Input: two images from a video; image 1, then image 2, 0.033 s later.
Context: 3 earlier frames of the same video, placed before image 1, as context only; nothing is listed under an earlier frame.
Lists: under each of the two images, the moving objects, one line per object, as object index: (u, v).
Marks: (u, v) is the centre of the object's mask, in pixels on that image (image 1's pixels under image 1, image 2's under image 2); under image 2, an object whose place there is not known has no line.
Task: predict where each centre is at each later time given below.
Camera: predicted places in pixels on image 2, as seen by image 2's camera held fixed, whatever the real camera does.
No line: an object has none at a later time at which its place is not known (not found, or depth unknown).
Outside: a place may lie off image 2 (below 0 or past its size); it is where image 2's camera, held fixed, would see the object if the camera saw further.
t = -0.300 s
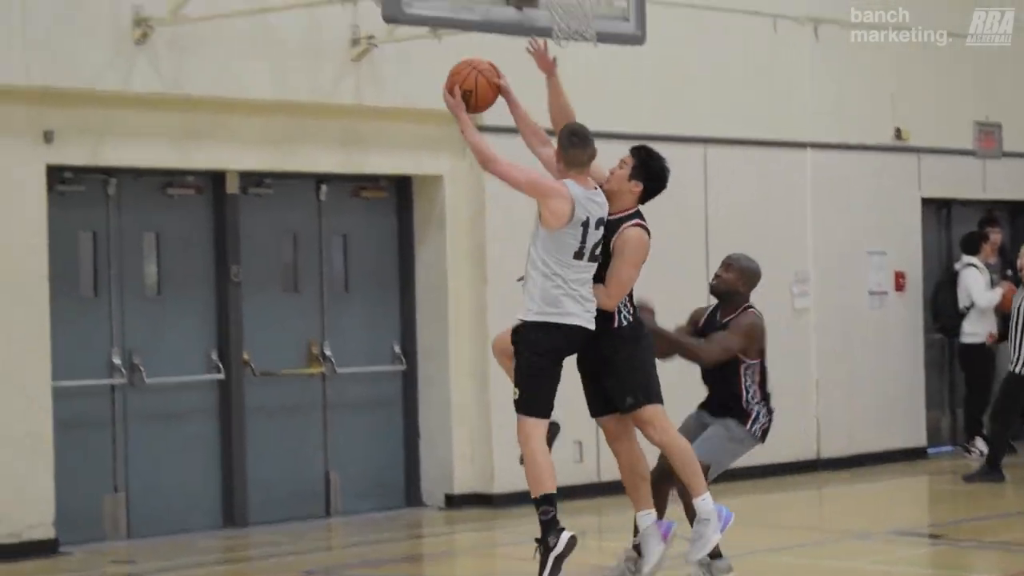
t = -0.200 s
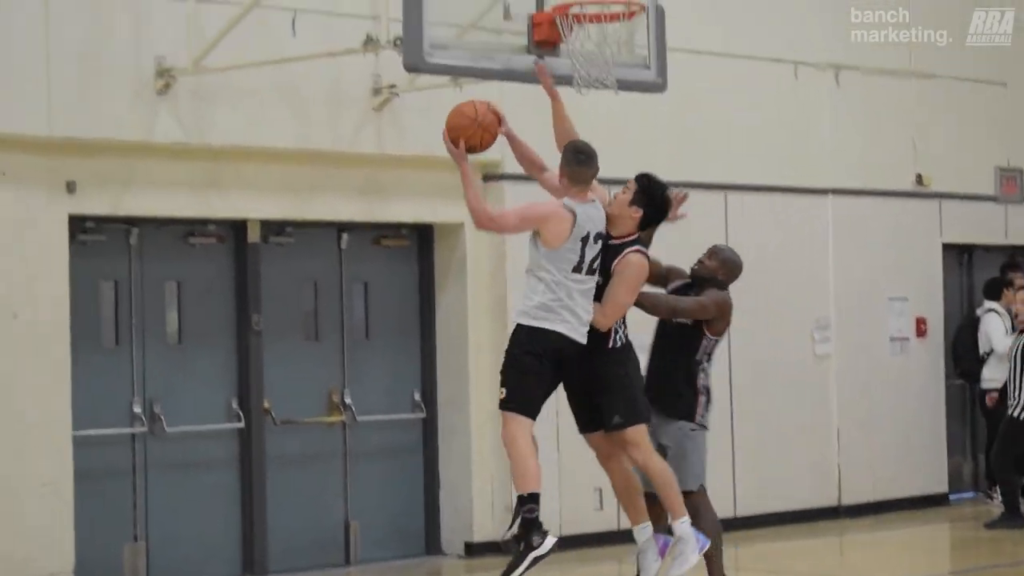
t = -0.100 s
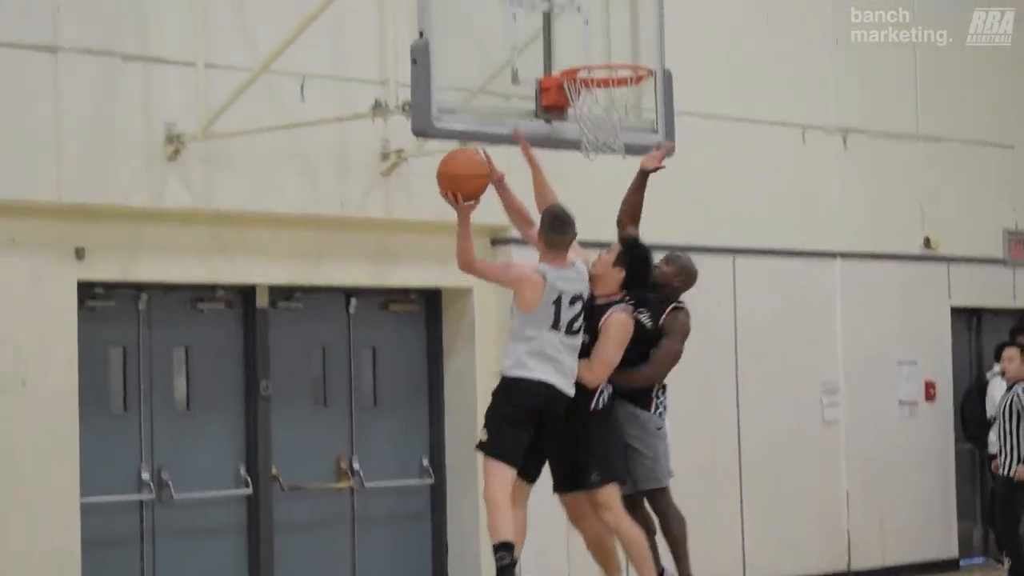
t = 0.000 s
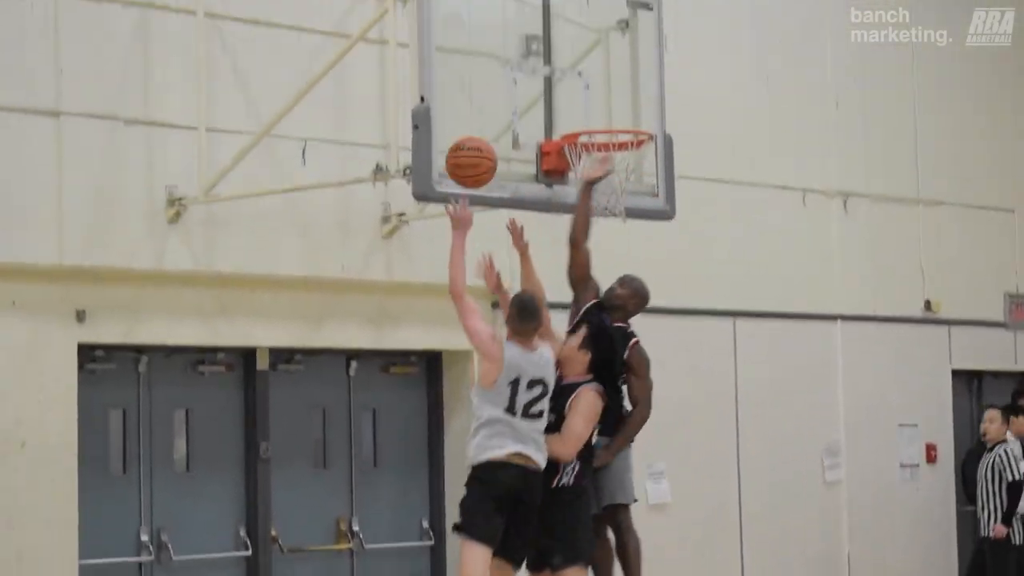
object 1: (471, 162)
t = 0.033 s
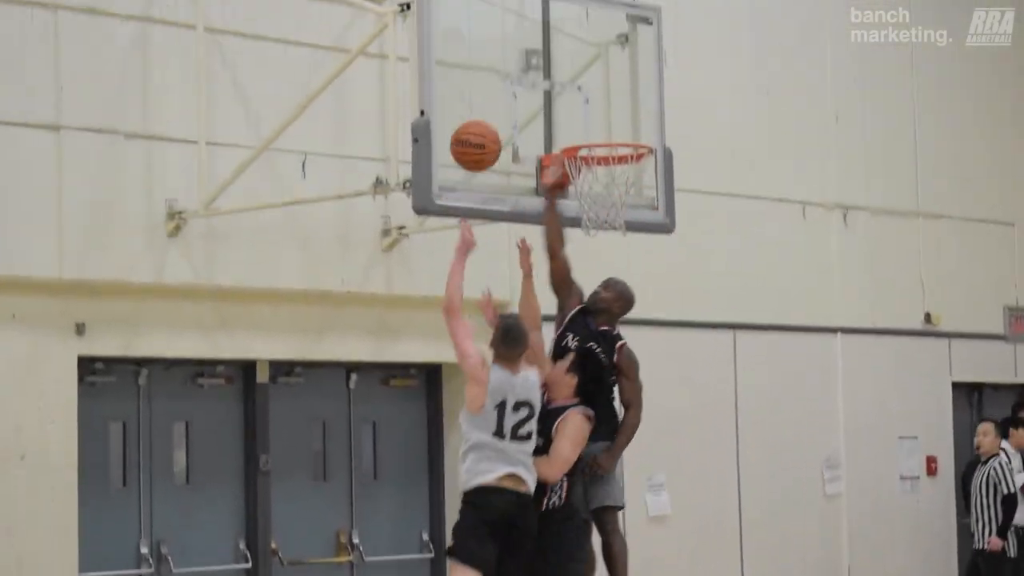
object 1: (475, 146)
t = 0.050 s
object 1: (478, 131)
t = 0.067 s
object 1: (481, 117)
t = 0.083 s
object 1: (483, 104)
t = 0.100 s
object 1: (486, 92)
